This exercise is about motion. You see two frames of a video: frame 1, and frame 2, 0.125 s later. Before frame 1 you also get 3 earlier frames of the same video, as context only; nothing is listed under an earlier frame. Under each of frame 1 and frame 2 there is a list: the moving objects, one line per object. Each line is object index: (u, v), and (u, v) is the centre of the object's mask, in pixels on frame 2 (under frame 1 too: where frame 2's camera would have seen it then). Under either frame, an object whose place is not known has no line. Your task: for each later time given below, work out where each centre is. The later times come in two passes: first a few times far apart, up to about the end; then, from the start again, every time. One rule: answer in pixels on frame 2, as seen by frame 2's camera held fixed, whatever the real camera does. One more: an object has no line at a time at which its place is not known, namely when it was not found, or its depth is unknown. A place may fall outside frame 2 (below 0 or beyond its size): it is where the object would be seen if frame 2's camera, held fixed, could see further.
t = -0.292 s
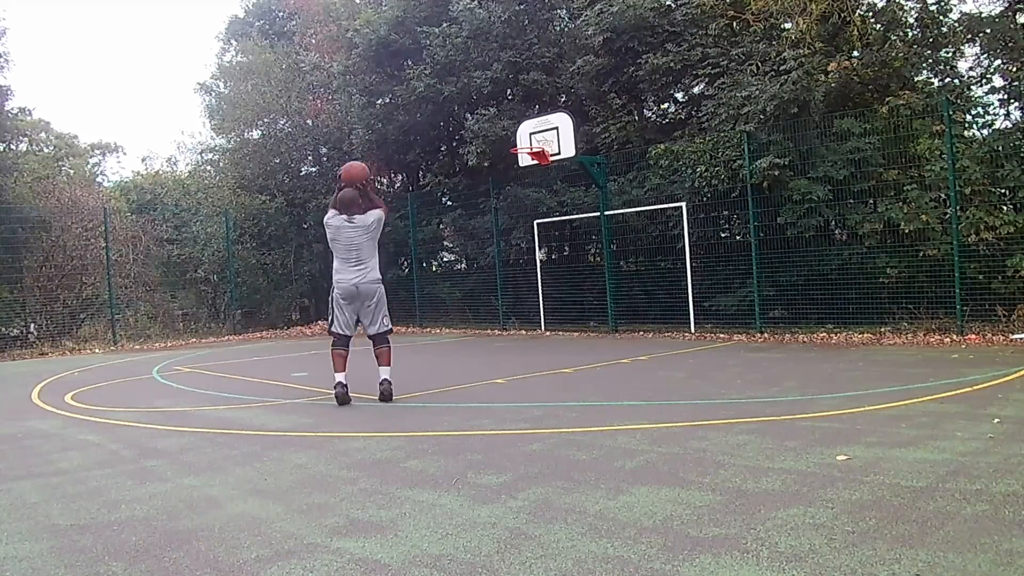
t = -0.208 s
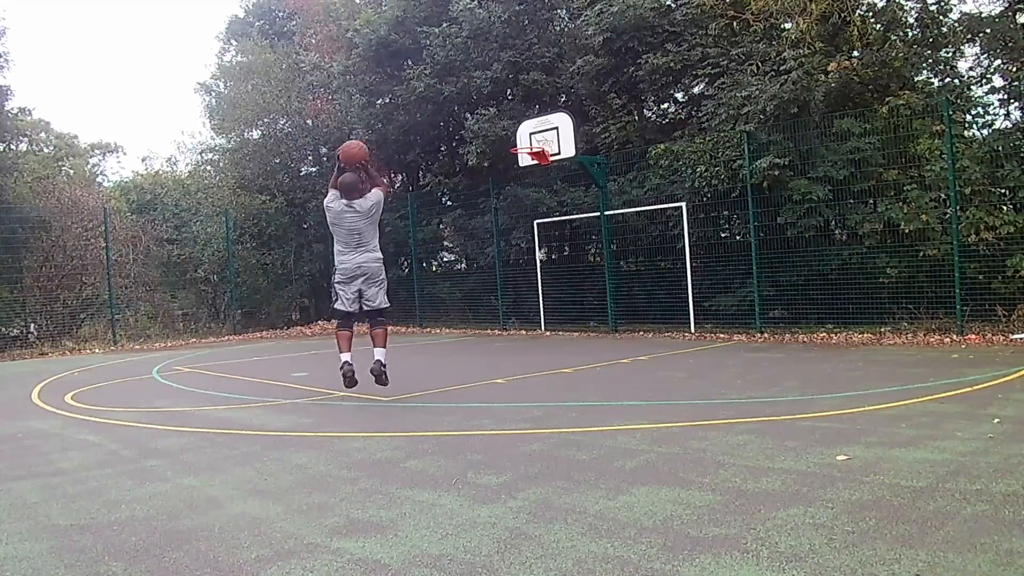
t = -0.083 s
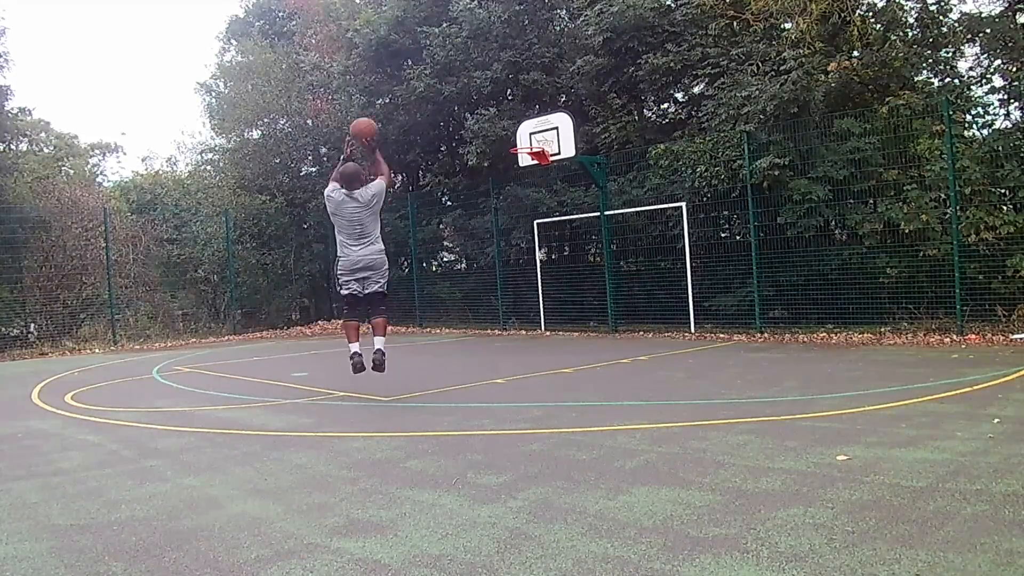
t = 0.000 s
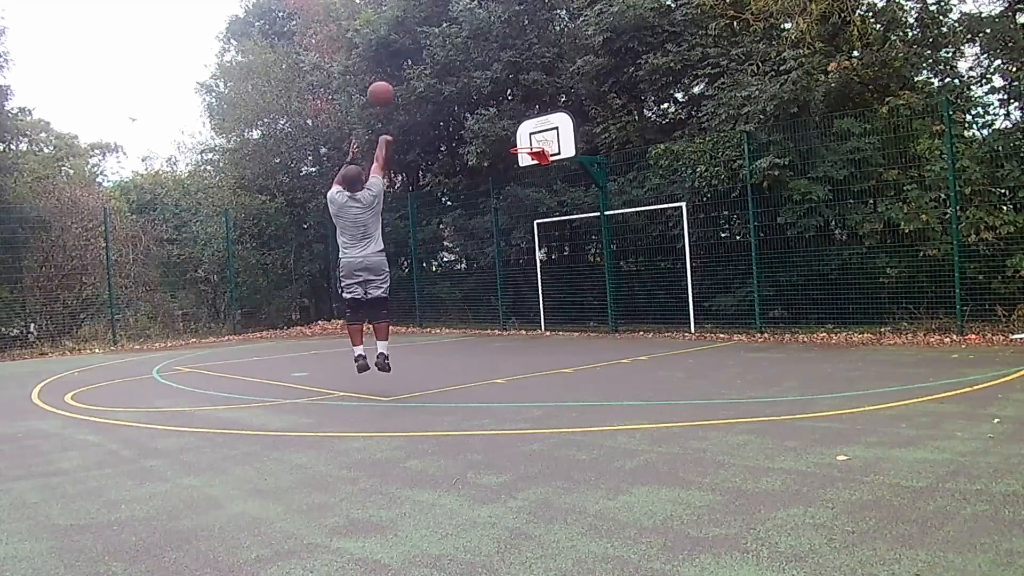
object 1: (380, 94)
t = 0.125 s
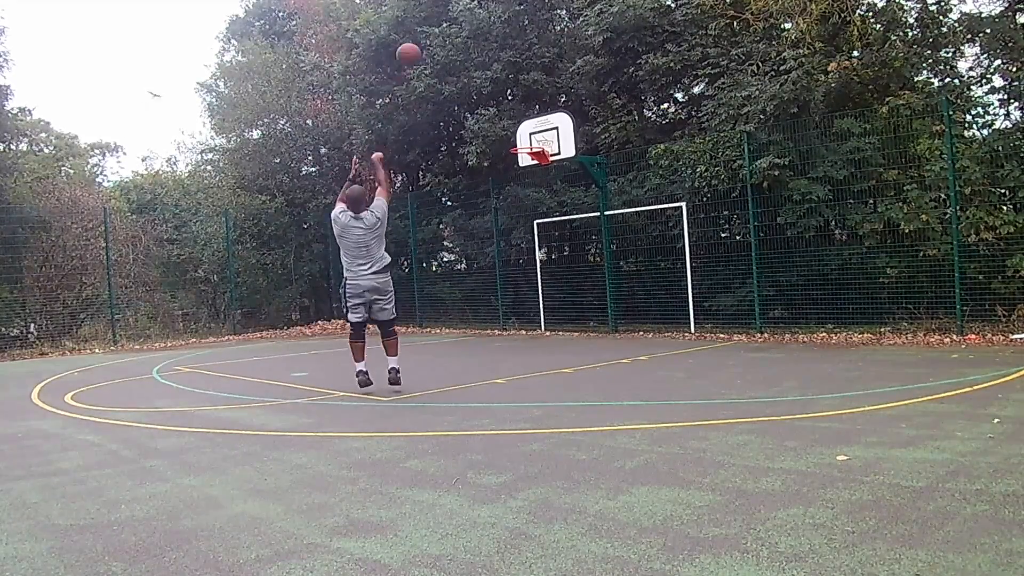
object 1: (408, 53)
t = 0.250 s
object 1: (429, 36)
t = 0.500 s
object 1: (469, 41)
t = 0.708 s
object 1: (497, 77)
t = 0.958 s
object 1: (526, 148)
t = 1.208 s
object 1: (545, 232)
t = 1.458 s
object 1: (563, 329)
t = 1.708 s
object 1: (561, 252)
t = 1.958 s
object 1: (562, 211)
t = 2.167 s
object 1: (564, 207)
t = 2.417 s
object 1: (572, 240)
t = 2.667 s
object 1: (581, 324)
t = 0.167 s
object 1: (414, 47)
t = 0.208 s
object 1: (424, 41)
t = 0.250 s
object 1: (429, 36)
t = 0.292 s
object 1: (438, 34)
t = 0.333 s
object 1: (443, 33)
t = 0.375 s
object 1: (451, 33)
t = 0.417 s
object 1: (457, 34)
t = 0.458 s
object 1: (464, 37)
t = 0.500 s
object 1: (469, 41)
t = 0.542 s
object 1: (476, 47)
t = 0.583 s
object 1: (480, 52)
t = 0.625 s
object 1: (487, 60)
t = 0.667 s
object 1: (491, 67)
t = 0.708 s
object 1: (497, 77)
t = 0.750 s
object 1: (502, 85)
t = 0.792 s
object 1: (507, 98)
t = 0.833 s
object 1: (511, 107)
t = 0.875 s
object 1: (517, 122)
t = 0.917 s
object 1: (520, 132)
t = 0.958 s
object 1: (526, 148)
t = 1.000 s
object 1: (529, 158)
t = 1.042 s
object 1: (532, 173)
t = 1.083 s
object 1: (535, 183)
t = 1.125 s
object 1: (538, 200)
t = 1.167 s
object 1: (541, 212)
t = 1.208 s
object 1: (545, 232)
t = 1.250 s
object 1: (548, 246)
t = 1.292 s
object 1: (551, 268)
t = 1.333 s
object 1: (555, 284)
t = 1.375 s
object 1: (559, 307)
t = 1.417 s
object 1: (561, 323)
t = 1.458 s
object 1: (563, 329)
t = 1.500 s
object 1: (563, 317)
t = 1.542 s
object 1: (562, 300)
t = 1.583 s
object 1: (562, 290)
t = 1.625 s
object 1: (562, 274)
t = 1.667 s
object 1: (562, 265)
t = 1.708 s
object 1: (561, 252)
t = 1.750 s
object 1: (561, 245)
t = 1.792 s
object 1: (561, 234)
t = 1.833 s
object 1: (561, 228)
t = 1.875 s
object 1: (562, 220)
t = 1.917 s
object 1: (562, 215)
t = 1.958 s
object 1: (562, 211)
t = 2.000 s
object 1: (563, 209)
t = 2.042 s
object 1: (563, 207)
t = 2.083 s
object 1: (563, 206)
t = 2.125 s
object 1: (564, 206)
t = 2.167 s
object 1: (564, 207)
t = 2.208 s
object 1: (566, 209)
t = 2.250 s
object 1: (567, 213)
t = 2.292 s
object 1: (568, 219)
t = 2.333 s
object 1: (569, 224)
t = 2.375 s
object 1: (570, 233)
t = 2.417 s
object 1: (572, 240)
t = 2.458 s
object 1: (573, 253)
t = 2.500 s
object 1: (574, 262)
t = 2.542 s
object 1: (577, 279)
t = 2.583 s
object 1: (579, 291)
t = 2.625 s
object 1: (580, 309)
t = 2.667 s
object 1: (581, 324)
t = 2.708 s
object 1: (585, 348)
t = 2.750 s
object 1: (584, 338)
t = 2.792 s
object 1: (585, 322)
